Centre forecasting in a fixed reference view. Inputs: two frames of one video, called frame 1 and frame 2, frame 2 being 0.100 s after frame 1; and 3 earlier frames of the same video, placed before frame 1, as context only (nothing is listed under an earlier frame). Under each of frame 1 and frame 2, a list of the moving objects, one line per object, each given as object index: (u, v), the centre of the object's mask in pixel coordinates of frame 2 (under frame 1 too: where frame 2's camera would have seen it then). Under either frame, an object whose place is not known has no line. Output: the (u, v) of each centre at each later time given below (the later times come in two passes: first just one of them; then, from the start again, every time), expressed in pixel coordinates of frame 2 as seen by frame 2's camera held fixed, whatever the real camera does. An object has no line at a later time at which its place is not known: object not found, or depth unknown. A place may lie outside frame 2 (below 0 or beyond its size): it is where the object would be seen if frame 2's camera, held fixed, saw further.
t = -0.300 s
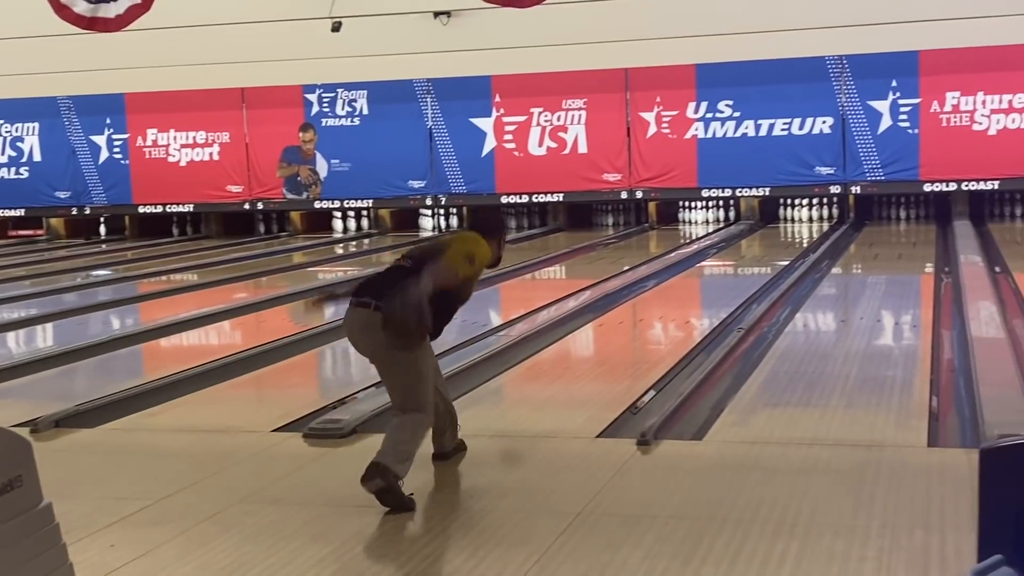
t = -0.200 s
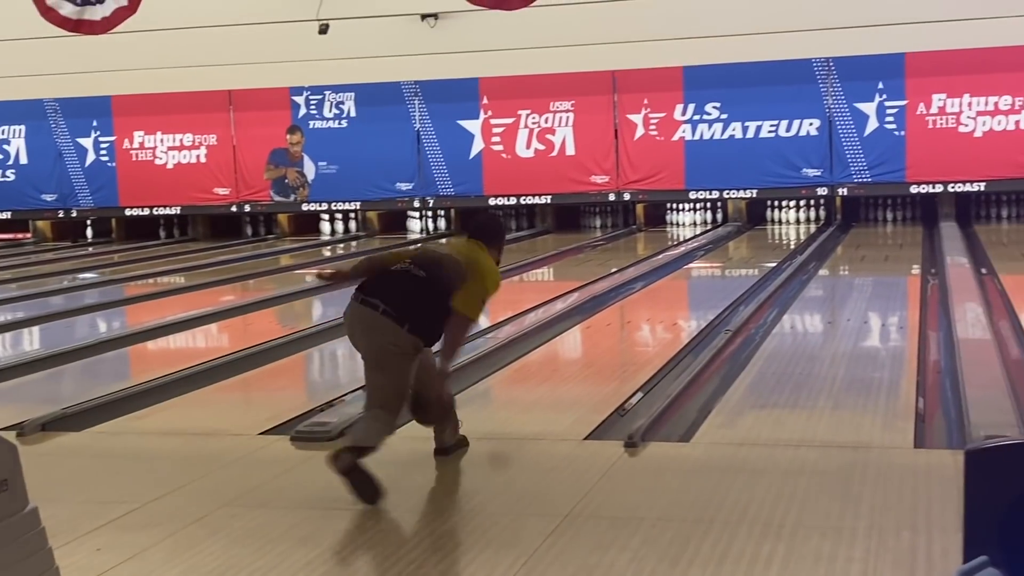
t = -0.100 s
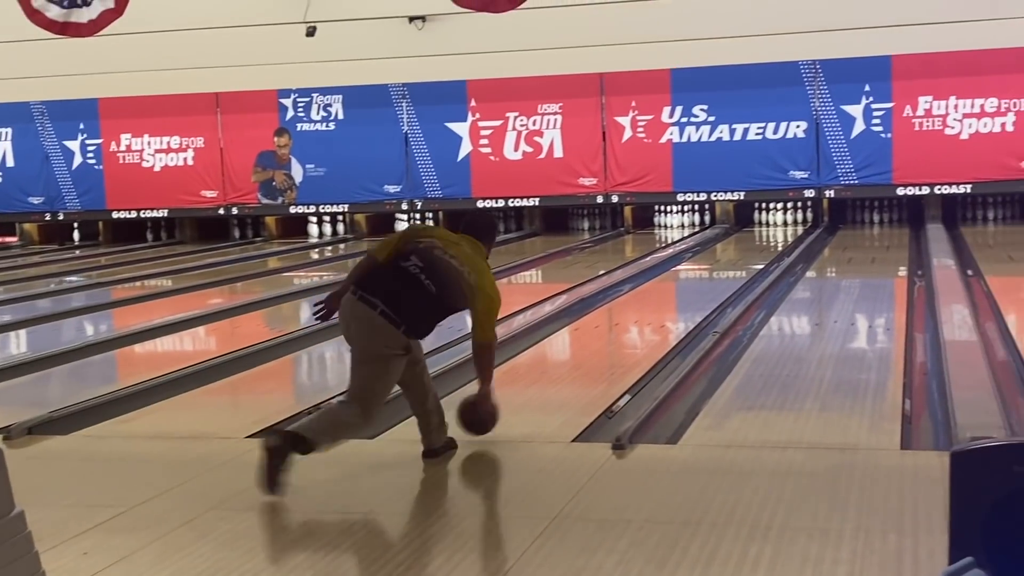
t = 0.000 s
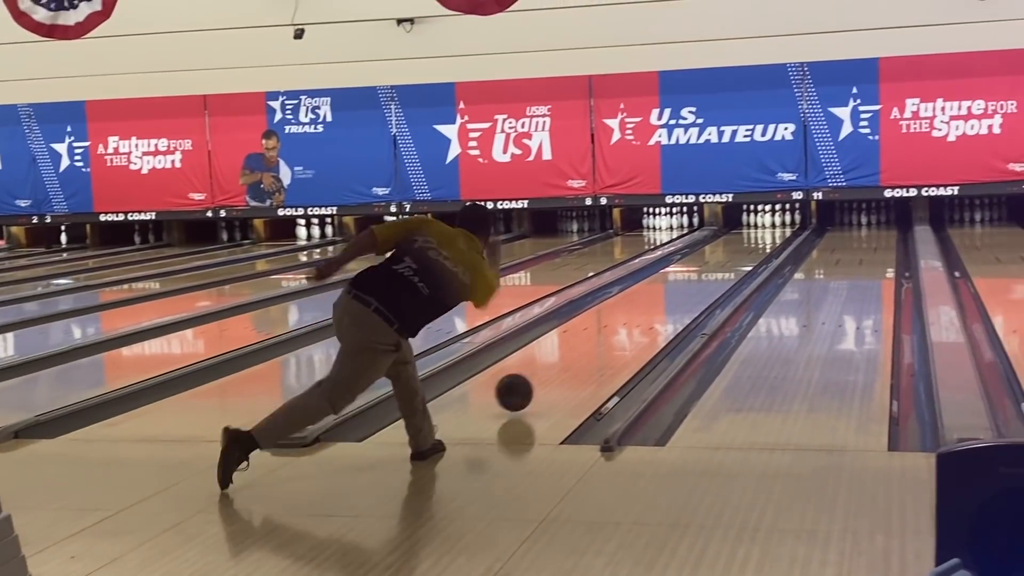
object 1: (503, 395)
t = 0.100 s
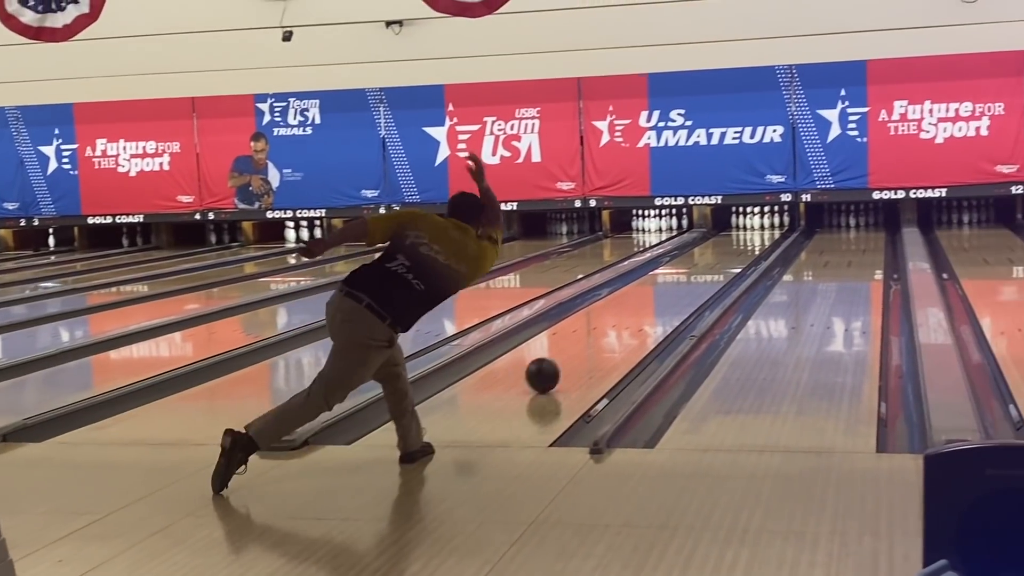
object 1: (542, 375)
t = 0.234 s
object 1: (585, 350)
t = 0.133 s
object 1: (554, 368)
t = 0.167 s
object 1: (565, 362)
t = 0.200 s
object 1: (575, 356)
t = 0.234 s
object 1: (585, 350)
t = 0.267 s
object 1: (593, 344)
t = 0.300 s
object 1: (602, 339)
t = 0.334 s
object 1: (610, 334)
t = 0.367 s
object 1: (618, 329)
